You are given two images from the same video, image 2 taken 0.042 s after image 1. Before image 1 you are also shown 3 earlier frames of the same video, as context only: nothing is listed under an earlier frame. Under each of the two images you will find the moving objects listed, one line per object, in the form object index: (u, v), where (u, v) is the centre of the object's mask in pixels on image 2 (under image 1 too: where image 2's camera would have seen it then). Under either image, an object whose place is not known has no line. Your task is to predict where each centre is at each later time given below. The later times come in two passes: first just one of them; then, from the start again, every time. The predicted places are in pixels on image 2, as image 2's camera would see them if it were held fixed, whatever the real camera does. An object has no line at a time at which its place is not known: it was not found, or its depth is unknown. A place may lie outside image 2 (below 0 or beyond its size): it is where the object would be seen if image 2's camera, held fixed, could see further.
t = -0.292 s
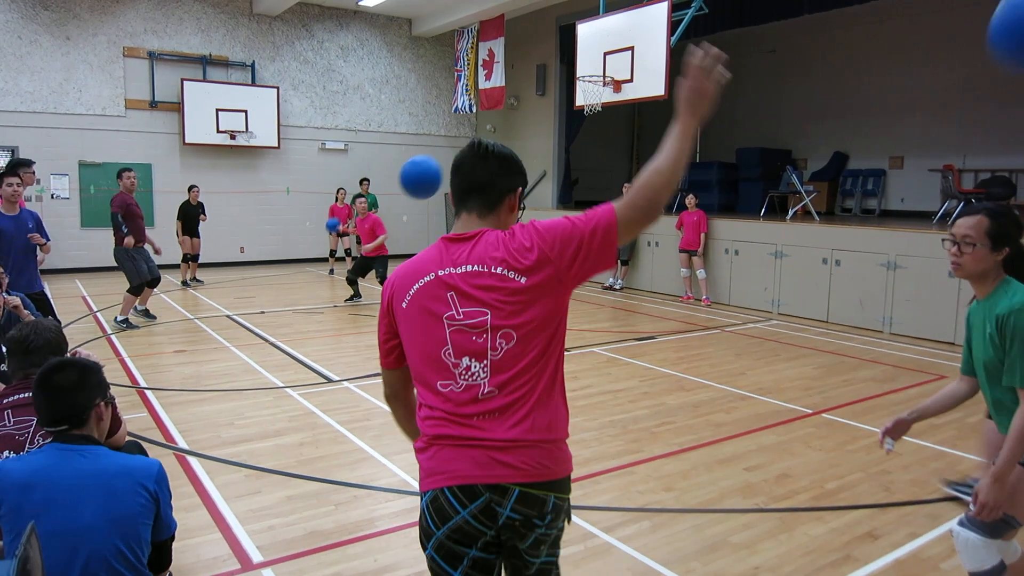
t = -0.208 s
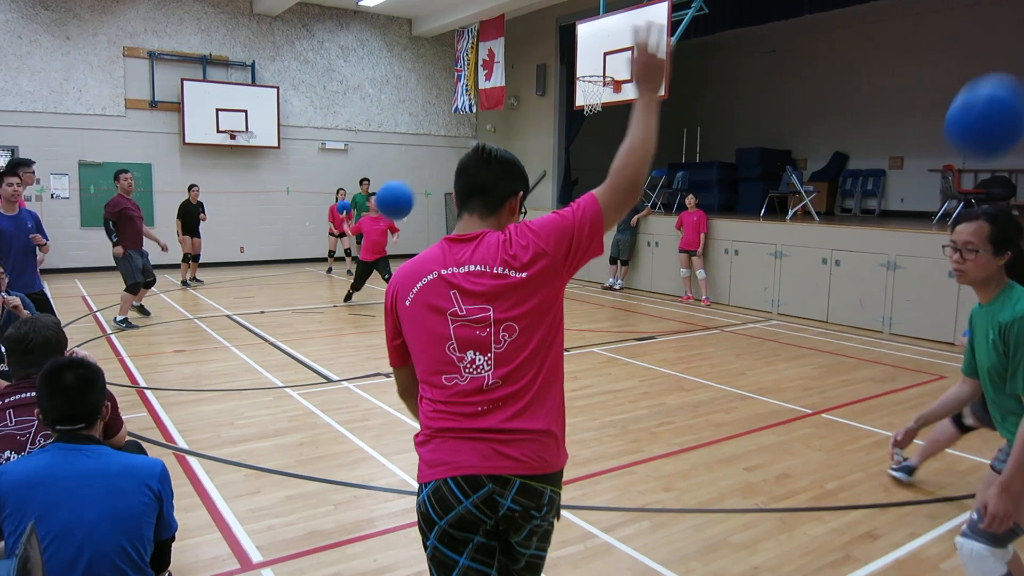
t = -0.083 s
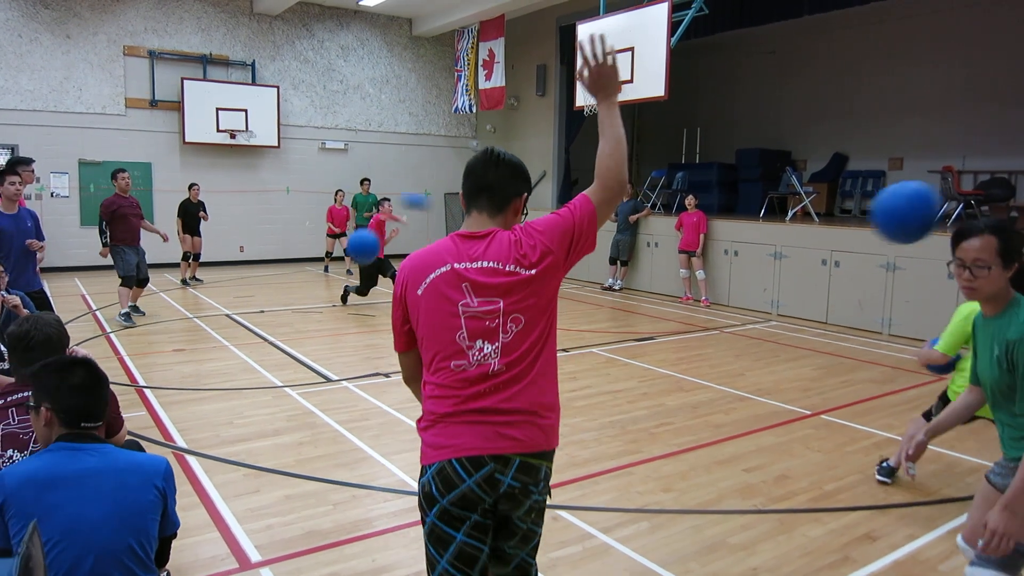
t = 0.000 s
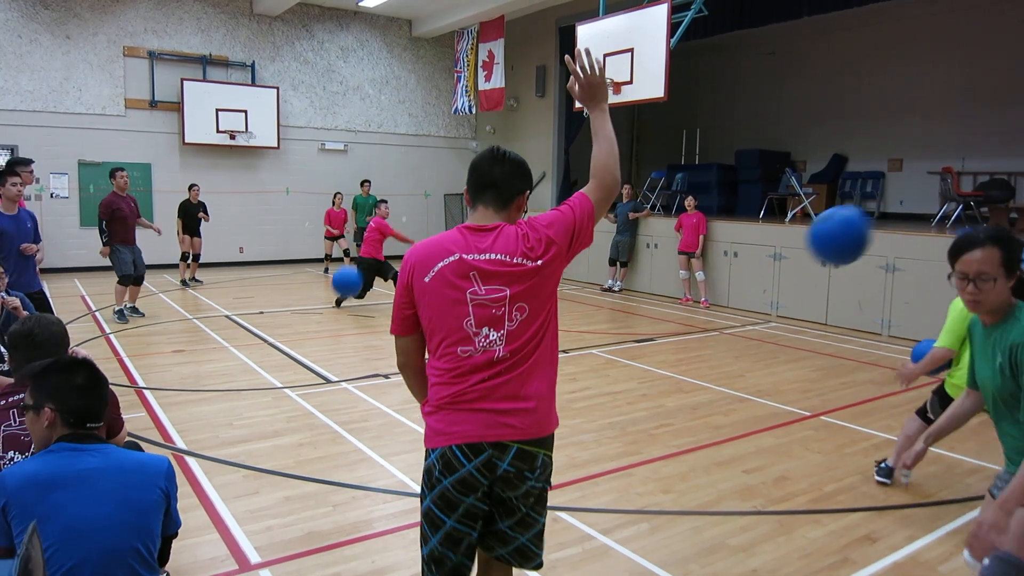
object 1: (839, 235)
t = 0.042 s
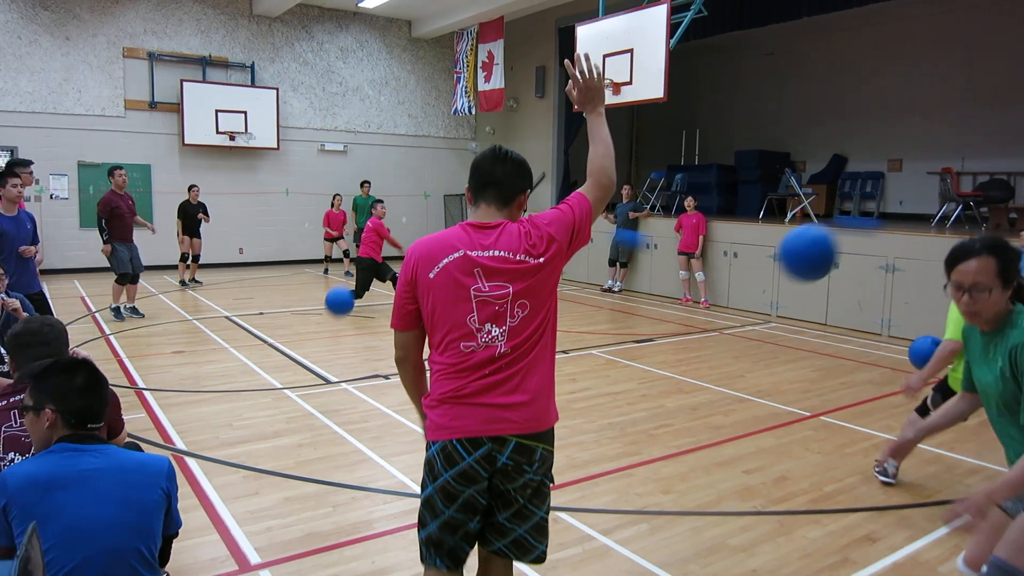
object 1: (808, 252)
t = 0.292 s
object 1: (661, 412)
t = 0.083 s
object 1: (780, 273)
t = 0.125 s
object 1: (753, 295)
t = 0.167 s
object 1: (727, 322)
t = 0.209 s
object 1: (704, 350)
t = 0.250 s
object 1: (682, 380)
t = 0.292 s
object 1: (661, 412)
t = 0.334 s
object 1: (641, 445)
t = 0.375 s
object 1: (624, 480)
